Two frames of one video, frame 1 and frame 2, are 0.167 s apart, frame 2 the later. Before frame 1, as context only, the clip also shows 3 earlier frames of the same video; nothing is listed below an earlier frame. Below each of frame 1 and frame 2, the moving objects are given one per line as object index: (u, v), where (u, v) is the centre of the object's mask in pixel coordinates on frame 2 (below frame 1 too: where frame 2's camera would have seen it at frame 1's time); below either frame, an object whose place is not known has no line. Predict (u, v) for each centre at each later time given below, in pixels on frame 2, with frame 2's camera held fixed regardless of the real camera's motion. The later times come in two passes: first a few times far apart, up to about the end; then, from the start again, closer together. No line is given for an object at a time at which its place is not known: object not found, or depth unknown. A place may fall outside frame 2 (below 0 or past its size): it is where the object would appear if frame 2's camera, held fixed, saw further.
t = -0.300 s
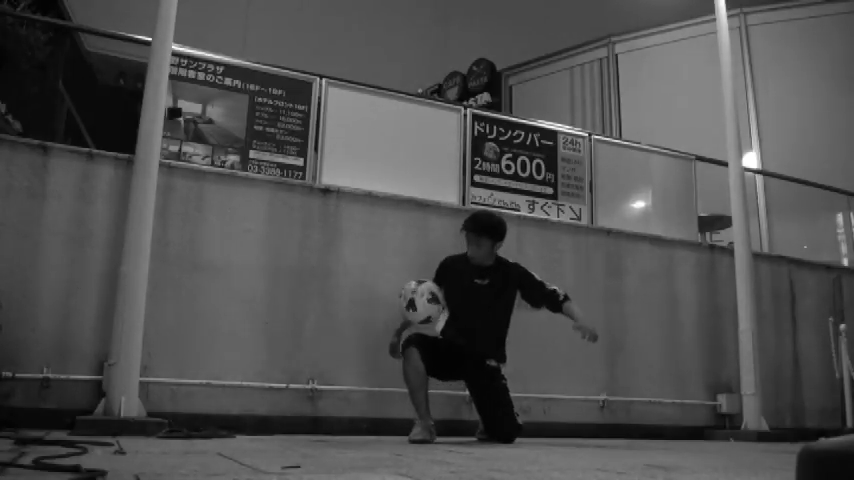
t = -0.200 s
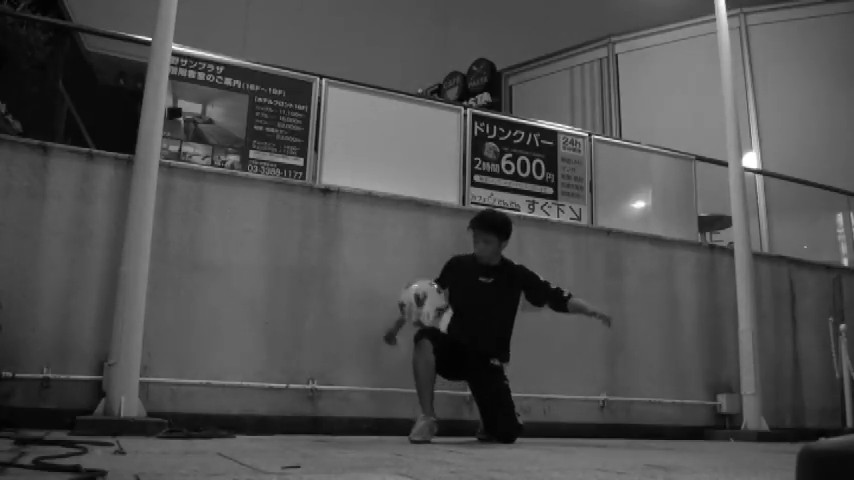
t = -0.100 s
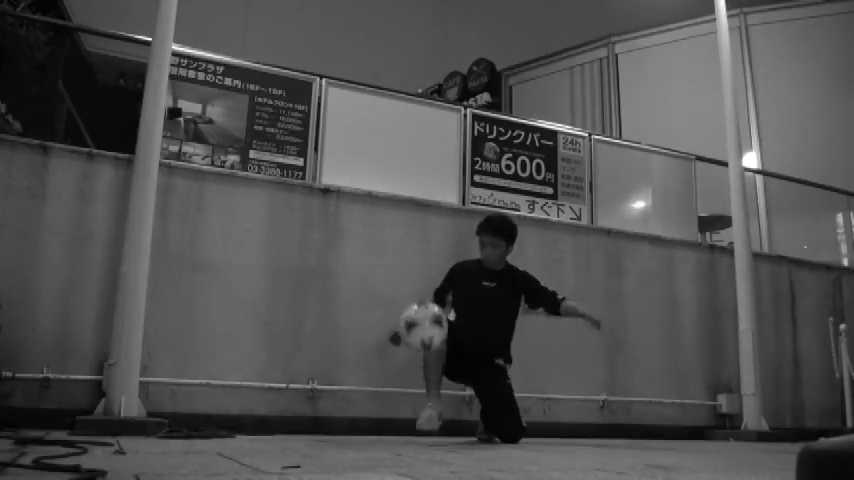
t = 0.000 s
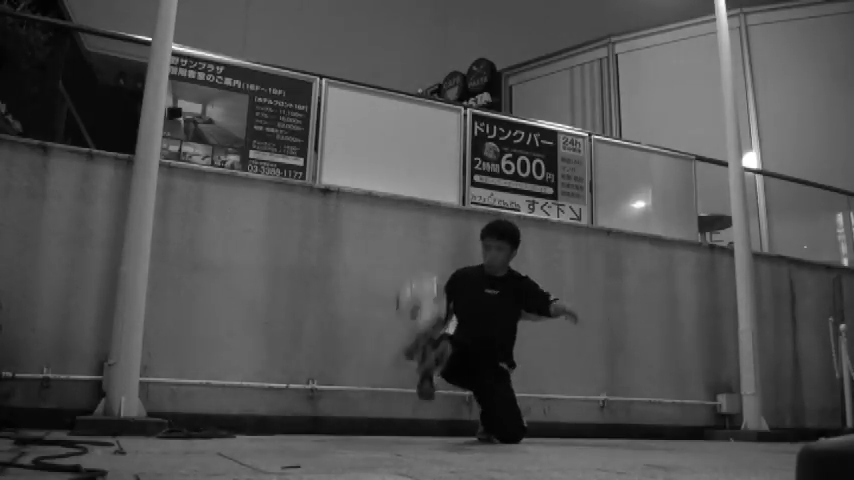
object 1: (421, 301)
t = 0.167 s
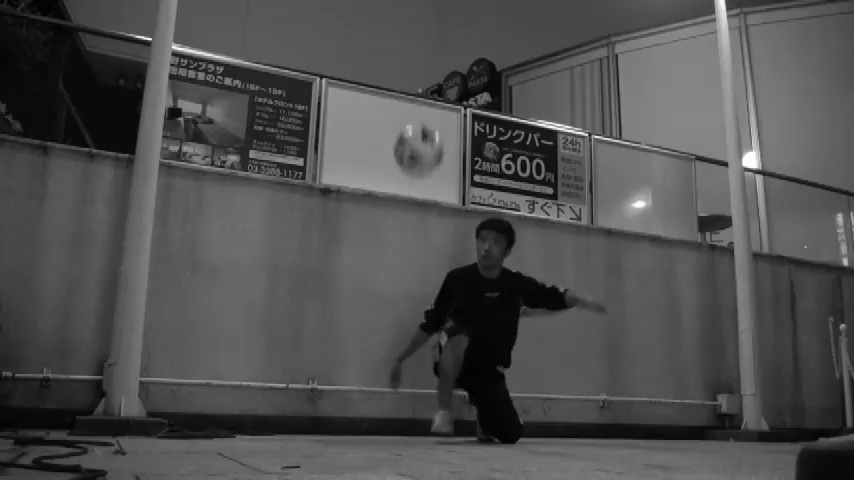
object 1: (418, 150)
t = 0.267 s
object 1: (416, 87)
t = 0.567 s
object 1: (408, 21)
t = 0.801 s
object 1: (394, 93)
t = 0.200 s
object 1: (418, 127)
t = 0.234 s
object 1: (417, 106)
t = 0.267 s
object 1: (416, 87)
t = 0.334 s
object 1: (415, 56)
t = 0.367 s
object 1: (414, 44)
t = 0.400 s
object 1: (412, 35)
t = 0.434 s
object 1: (412, 28)
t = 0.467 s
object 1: (410, 23)
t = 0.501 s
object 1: (409, 21)
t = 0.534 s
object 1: (409, 20)
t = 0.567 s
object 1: (408, 21)
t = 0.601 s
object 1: (405, 23)
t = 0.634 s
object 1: (404, 28)
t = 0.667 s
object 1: (402, 35)
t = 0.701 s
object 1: (402, 44)
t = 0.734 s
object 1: (399, 55)
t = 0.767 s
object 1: (397, 75)
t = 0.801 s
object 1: (394, 93)
